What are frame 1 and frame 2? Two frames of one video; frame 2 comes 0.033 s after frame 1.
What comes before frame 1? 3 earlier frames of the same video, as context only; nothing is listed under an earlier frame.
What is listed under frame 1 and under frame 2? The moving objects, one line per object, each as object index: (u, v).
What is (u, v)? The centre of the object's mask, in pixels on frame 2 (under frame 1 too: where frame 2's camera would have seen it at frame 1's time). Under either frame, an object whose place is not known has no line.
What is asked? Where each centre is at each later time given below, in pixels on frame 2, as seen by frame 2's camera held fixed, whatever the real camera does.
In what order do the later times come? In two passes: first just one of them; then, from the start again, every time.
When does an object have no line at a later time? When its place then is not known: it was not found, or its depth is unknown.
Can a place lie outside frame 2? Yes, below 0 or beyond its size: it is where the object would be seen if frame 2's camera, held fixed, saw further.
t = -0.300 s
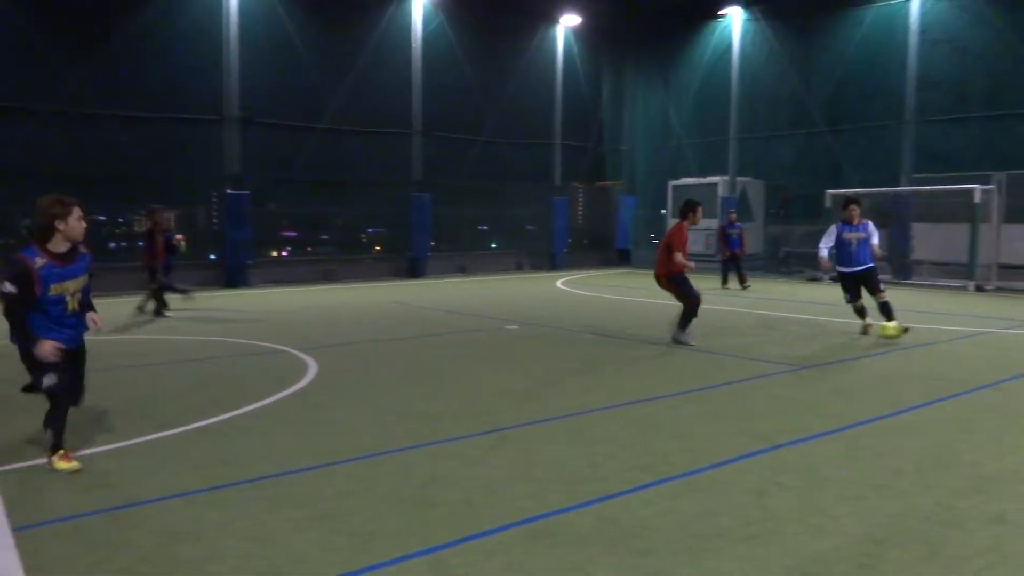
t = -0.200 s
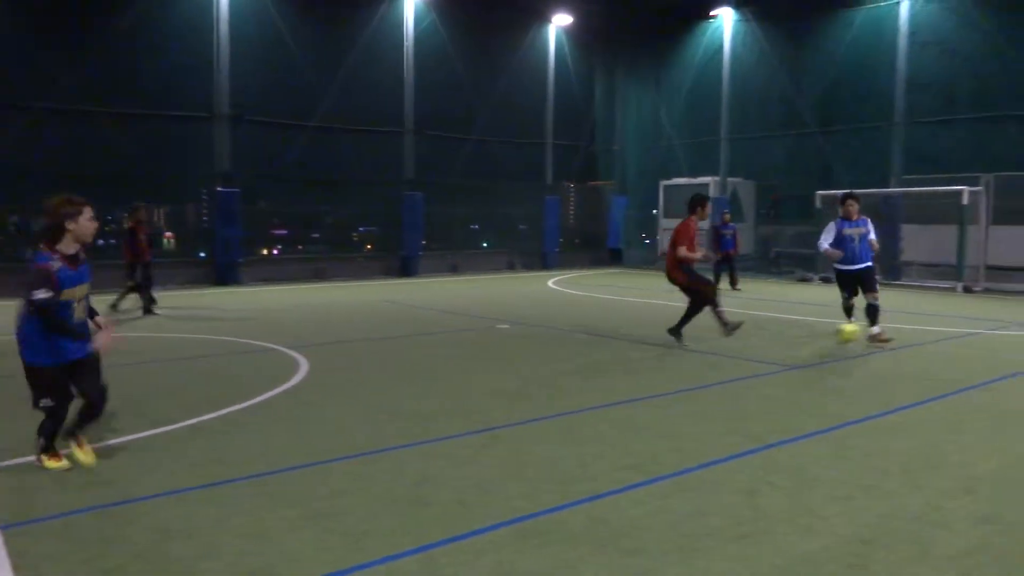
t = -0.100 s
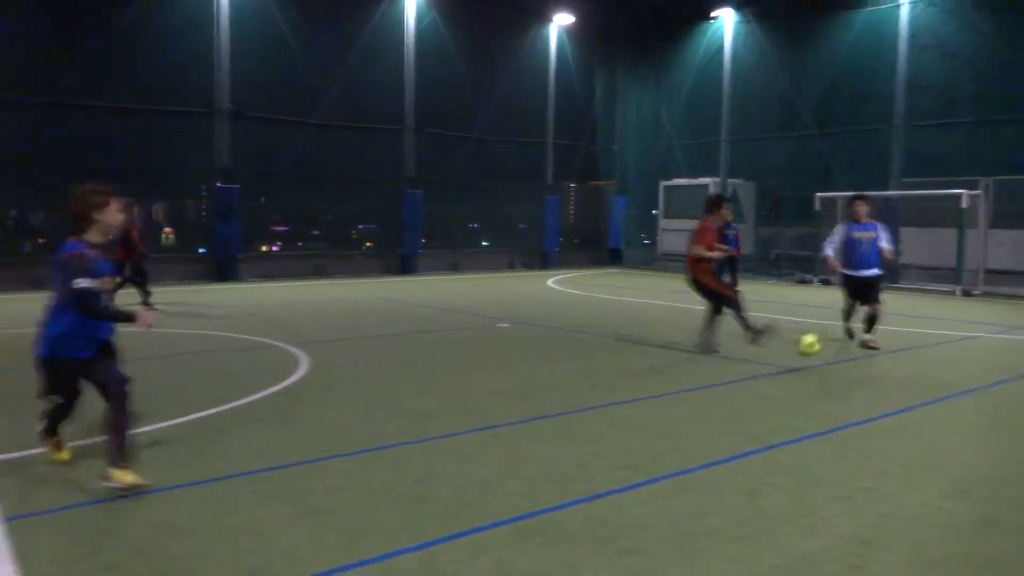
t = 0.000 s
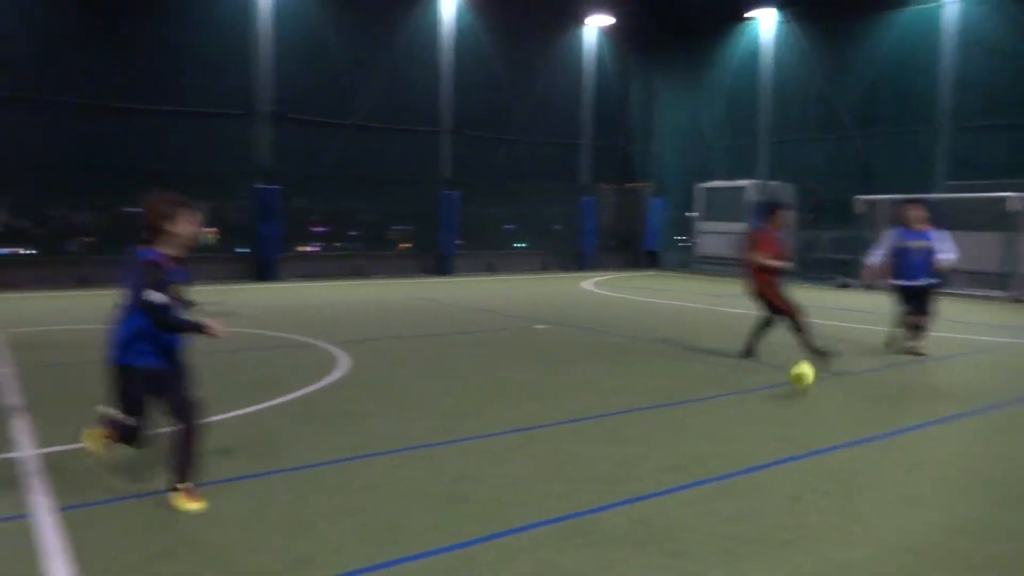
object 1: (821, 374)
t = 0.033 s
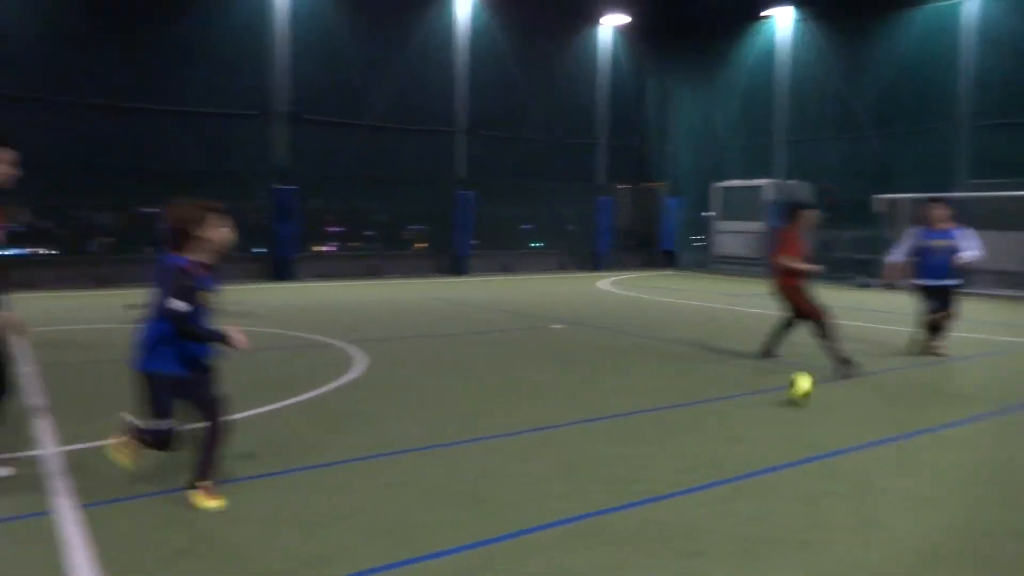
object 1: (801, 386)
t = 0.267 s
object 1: (632, 436)
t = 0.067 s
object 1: (782, 397)
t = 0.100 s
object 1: (762, 398)
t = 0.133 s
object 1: (740, 402)
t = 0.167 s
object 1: (717, 407)
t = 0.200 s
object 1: (692, 414)
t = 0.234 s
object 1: (663, 424)
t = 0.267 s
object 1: (632, 436)
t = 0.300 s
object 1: (600, 452)
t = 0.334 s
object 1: (565, 460)
